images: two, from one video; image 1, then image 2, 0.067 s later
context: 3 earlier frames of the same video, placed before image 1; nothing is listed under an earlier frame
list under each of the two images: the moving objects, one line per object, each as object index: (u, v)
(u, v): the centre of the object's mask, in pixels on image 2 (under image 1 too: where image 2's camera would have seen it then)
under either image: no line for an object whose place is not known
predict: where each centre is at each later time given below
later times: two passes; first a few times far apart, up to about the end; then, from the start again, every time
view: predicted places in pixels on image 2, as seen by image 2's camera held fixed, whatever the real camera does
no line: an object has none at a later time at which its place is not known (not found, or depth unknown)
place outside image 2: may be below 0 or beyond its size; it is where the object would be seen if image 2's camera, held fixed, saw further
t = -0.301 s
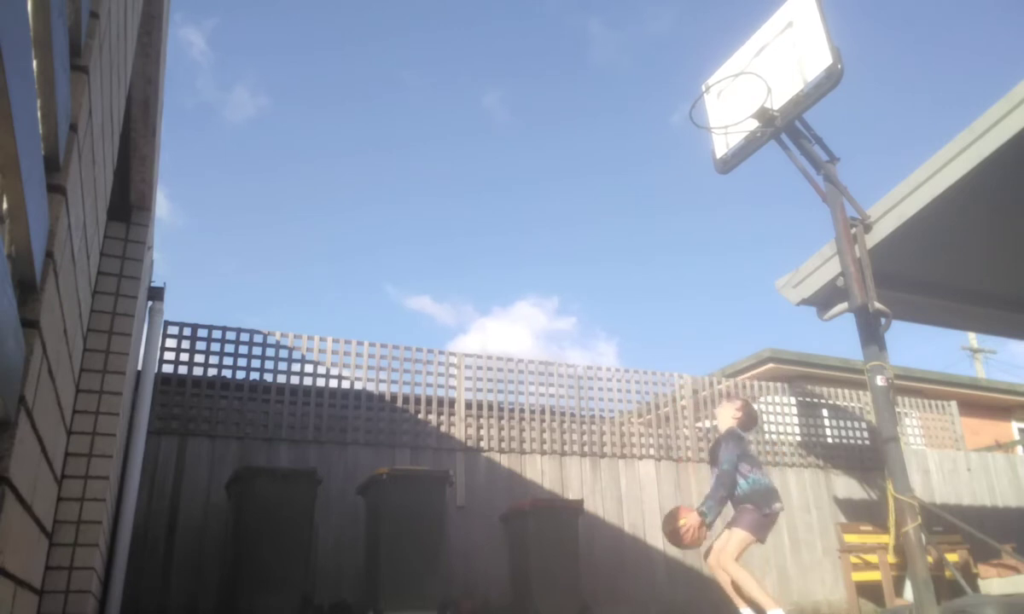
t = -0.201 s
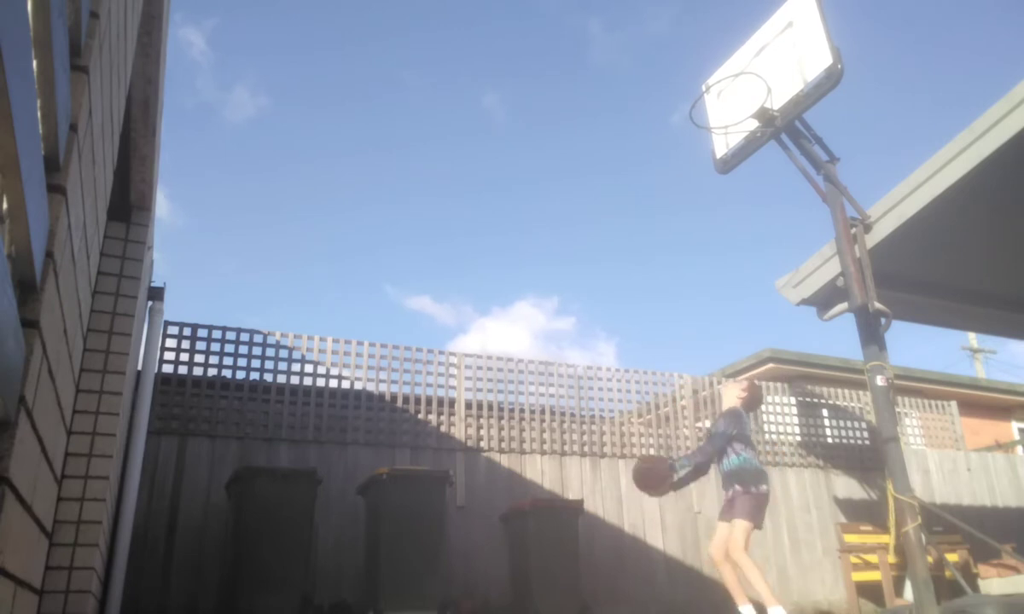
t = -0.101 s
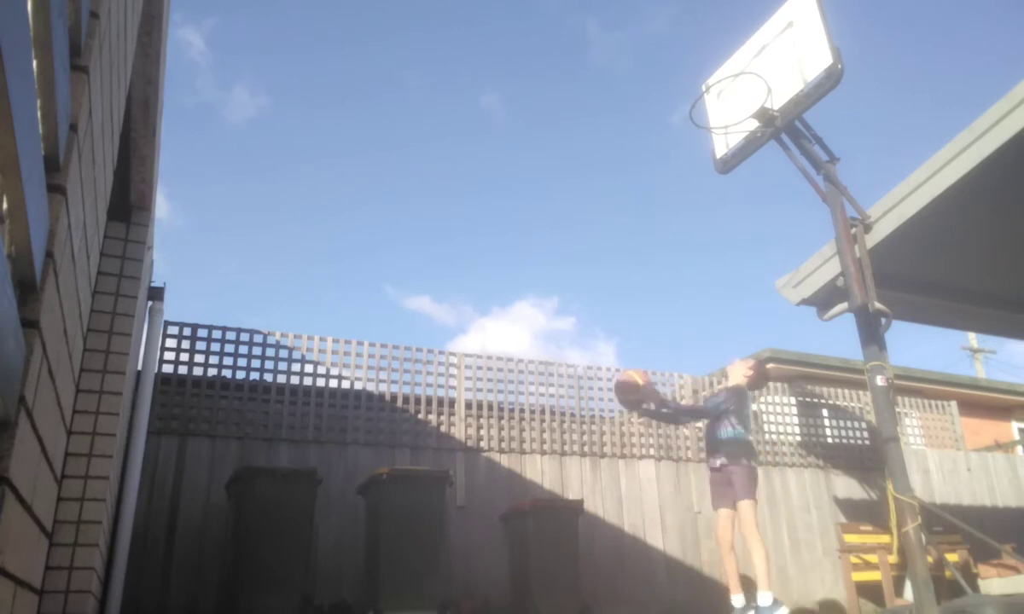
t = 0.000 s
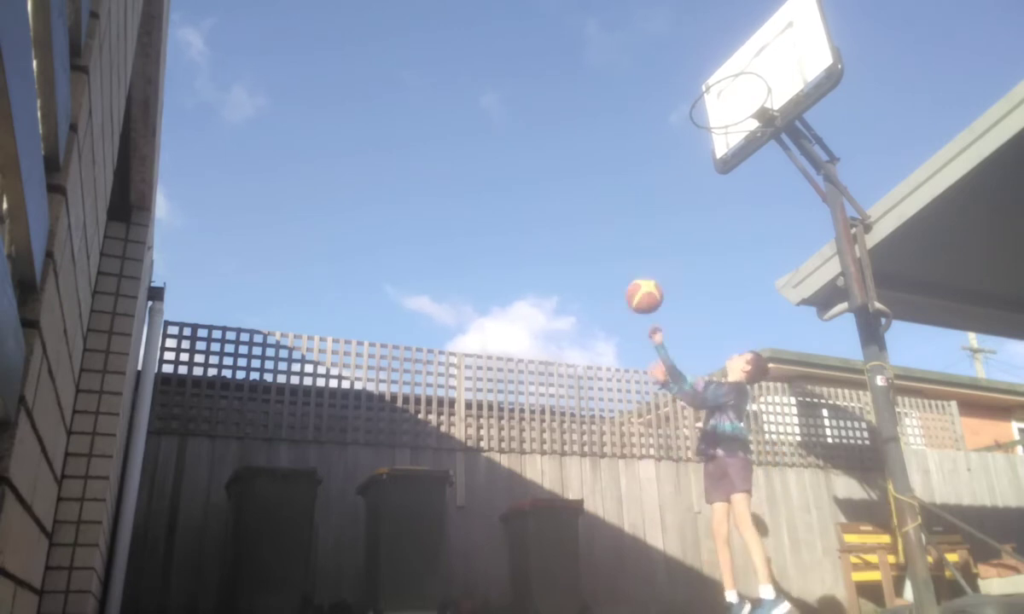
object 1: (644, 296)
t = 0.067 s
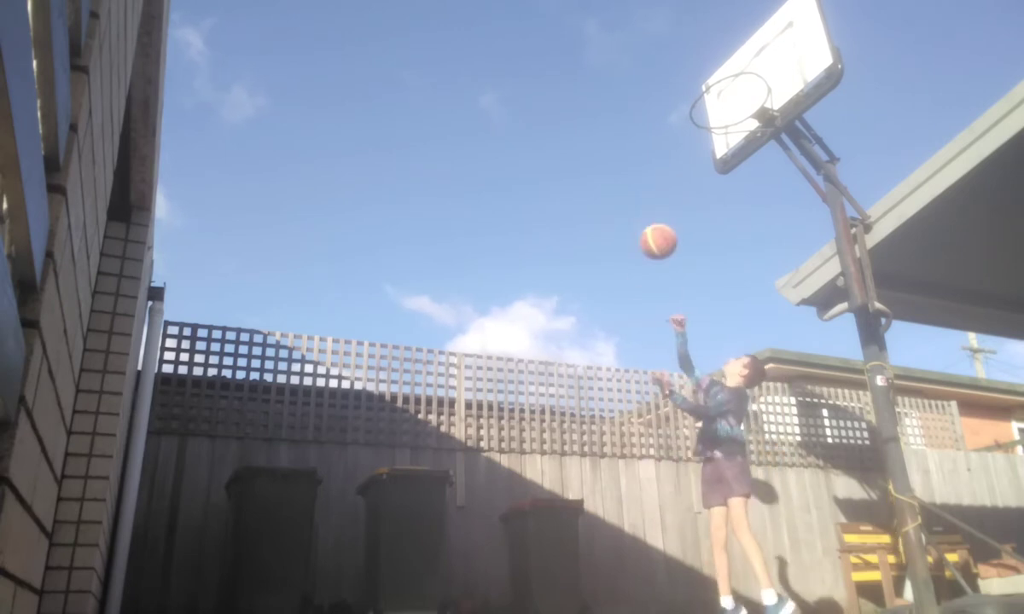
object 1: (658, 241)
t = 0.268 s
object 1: (700, 121)
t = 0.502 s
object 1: (707, 74)
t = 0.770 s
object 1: (712, 112)
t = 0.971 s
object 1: (725, 211)
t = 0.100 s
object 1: (665, 217)
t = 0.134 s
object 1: (672, 195)
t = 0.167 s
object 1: (679, 174)
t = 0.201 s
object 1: (686, 155)
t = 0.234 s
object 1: (693, 137)
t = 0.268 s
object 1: (700, 121)
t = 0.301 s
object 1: (709, 110)
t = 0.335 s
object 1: (711, 97)
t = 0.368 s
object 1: (711, 91)
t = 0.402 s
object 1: (709, 85)
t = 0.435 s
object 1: (708, 79)
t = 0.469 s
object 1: (708, 76)
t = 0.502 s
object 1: (707, 74)
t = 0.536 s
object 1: (707, 74)
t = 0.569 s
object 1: (708, 74)
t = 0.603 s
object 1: (708, 77)
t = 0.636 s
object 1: (708, 81)
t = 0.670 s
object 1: (709, 86)
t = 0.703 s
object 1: (710, 93)
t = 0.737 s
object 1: (711, 101)
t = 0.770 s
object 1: (712, 112)
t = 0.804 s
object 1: (714, 123)
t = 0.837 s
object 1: (716, 137)
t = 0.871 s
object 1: (716, 152)
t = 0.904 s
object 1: (720, 170)
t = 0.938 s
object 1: (723, 189)
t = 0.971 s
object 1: (725, 211)
